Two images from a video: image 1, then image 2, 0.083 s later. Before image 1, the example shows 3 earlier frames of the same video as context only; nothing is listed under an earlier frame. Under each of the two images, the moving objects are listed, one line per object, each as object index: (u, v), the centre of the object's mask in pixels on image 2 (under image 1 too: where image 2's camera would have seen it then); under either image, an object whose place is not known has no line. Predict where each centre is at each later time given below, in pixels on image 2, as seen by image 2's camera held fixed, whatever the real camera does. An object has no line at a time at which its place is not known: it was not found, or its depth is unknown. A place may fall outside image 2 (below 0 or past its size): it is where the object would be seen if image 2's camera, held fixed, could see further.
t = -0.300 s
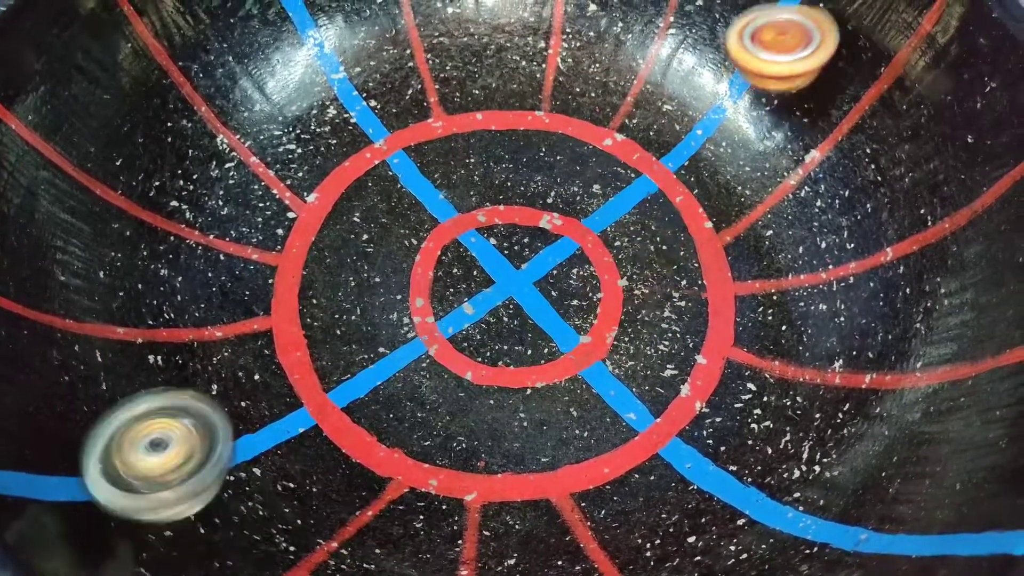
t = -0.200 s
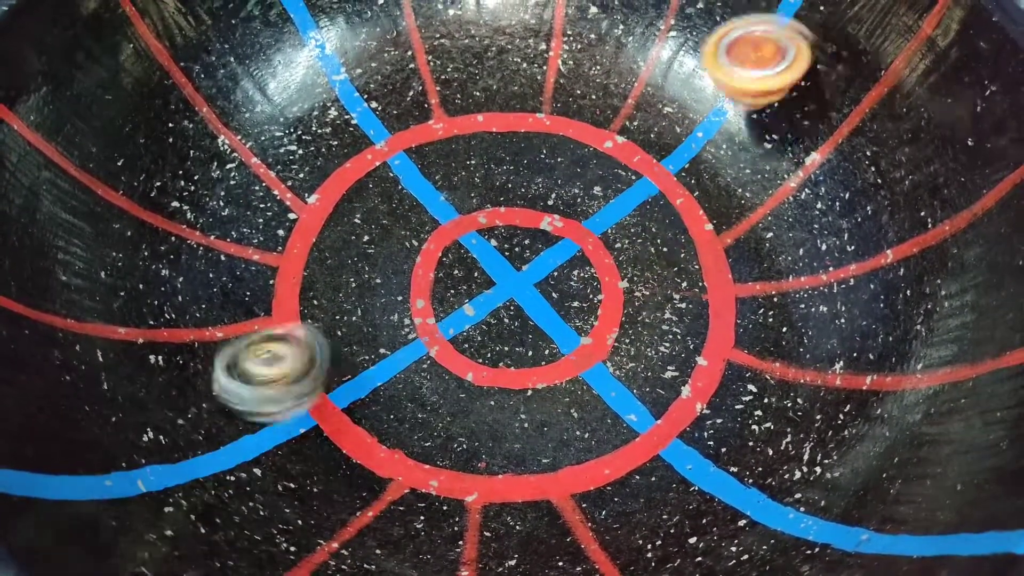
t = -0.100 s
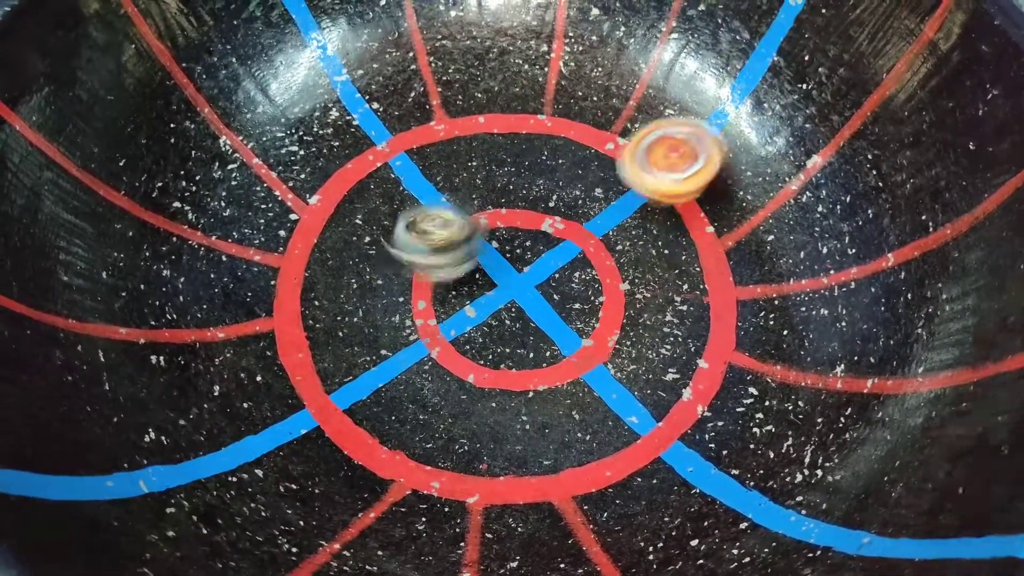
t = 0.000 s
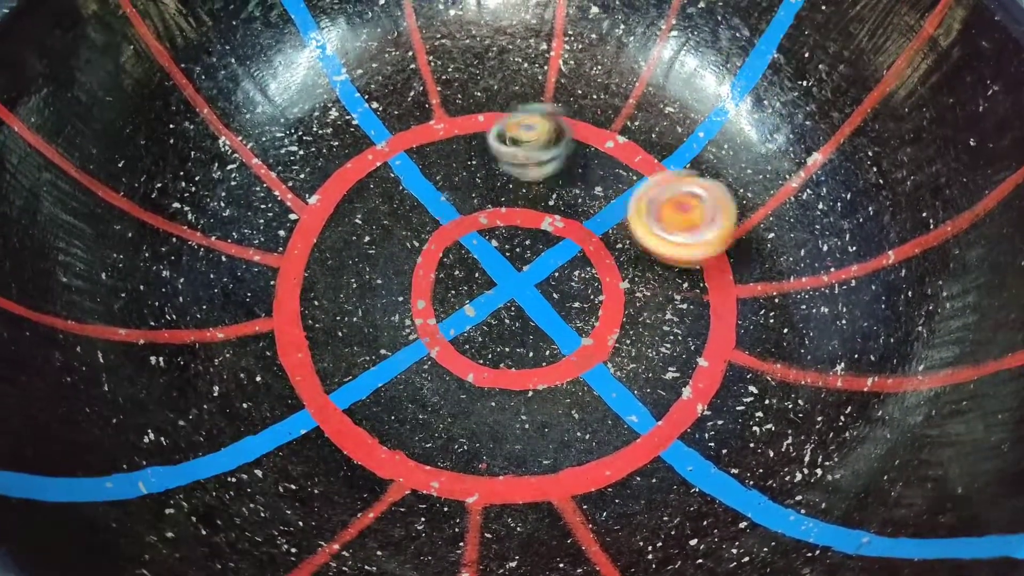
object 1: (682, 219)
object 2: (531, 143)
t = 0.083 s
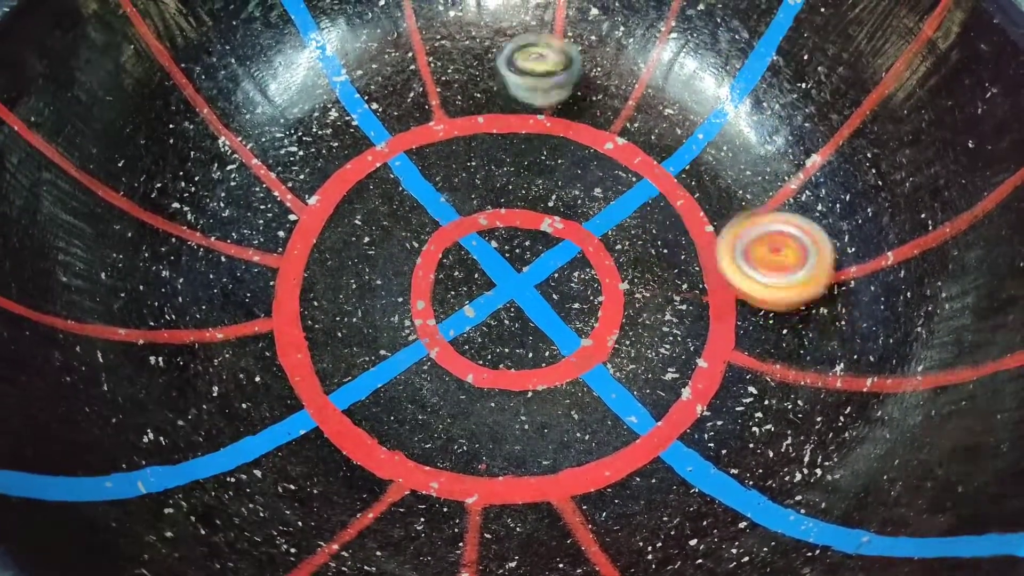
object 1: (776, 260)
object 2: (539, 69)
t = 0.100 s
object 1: (789, 270)
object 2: (544, 58)
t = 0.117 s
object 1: (799, 281)
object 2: (549, 48)
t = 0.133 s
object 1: (806, 294)
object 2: (554, 43)
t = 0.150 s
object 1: (812, 309)
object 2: (557, 40)
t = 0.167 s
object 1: (815, 324)
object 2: (562, 38)
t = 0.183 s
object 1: (813, 342)
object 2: (564, 40)
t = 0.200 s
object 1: (809, 359)
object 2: (570, 44)
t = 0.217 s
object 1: (802, 377)
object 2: (573, 52)
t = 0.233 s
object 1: (790, 394)
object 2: (575, 65)
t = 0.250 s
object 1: (774, 413)
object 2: (579, 80)
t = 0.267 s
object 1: (759, 430)
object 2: (583, 91)
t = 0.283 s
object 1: (738, 443)
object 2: (586, 109)
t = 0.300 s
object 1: (715, 455)
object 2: (589, 123)
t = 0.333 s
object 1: (663, 472)
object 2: (600, 155)
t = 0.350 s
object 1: (639, 477)
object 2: (603, 167)
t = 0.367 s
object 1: (611, 477)
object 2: (607, 184)
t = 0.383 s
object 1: (589, 473)
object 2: (610, 198)
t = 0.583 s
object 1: (424, 345)
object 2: (642, 345)
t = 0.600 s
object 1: (420, 331)
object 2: (645, 361)
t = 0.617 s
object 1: (418, 319)
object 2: (646, 375)
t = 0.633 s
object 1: (416, 305)
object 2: (648, 390)
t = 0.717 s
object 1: (411, 246)
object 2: (640, 478)
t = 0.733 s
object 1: (409, 234)
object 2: (632, 496)
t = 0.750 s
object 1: (409, 223)
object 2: (622, 512)
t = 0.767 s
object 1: (406, 212)
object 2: (610, 523)
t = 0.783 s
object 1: (406, 202)
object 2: (591, 528)
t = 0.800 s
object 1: (404, 192)
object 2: (572, 533)
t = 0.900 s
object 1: (410, 132)
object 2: (442, 524)
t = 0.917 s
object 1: (413, 122)
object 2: (419, 512)
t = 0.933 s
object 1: (417, 113)
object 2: (401, 493)
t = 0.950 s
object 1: (422, 105)
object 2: (384, 475)
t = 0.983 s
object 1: (434, 90)
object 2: (358, 436)
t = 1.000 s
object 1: (442, 83)
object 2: (350, 416)
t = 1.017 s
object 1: (449, 78)
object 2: (342, 397)
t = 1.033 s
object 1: (459, 74)
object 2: (338, 379)
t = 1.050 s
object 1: (468, 70)
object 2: (335, 362)
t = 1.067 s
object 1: (480, 67)
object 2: (333, 346)
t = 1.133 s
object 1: (533, 67)
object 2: (337, 292)
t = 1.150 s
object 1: (548, 69)
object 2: (340, 278)
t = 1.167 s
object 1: (563, 72)
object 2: (342, 267)
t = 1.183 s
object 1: (577, 76)
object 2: (346, 255)
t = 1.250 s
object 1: (628, 103)
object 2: (356, 215)
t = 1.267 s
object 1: (640, 113)
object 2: (359, 204)
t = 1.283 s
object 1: (648, 123)
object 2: (363, 193)
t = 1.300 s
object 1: (656, 135)
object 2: (368, 184)
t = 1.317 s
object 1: (662, 147)
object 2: (372, 175)
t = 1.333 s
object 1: (667, 159)
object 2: (378, 163)
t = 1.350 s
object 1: (670, 173)
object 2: (383, 153)
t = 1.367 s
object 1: (670, 185)
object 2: (388, 143)
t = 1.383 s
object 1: (671, 198)
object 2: (395, 133)
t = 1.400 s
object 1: (668, 210)
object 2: (402, 123)
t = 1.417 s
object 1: (665, 221)
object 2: (410, 115)
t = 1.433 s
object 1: (660, 232)
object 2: (419, 106)
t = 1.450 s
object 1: (654, 243)
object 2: (428, 98)
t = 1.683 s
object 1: (513, 337)
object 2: (675, 90)
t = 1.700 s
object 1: (503, 344)
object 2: (693, 103)
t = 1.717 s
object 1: (490, 350)
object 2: (709, 118)
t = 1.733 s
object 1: (482, 357)
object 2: (725, 136)
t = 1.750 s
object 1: (468, 363)
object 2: (737, 152)
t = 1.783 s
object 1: (446, 376)
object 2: (756, 188)
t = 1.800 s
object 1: (433, 383)
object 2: (762, 209)
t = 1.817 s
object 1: (420, 386)
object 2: (764, 232)
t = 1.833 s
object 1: (408, 390)
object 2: (767, 253)
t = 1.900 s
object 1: (356, 394)
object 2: (752, 325)
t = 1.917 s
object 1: (345, 393)
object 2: (745, 341)
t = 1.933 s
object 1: (332, 388)
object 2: (735, 355)
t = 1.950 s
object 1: (319, 384)
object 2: (726, 369)
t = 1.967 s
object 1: (310, 378)
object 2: (713, 380)
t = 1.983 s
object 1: (296, 372)
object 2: (702, 394)
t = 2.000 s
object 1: (287, 365)
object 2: (688, 403)
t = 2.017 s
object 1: (279, 355)
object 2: (675, 414)
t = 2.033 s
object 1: (271, 347)
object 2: (658, 426)
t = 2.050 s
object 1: (266, 336)
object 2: (645, 436)
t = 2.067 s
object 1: (261, 325)
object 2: (628, 443)
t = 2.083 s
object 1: (259, 314)
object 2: (616, 452)
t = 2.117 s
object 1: (256, 289)
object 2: (586, 464)
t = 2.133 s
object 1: (258, 276)
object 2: (567, 470)
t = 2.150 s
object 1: (259, 265)
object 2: (552, 475)
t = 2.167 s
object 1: (266, 252)
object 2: (533, 478)
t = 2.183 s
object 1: (272, 242)
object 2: (516, 481)
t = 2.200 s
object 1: (279, 232)
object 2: (496, 482)
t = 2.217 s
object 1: (289, 222)
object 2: (479, 484)
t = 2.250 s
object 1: (309, 206)
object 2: (443, 482)
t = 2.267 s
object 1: (320, 200)
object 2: (424, 477)
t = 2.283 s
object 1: (333, 196)
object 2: (409, 475)
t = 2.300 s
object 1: (345, 191)
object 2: (391, 470)
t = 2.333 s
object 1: (370, 188)
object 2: (360, 456)
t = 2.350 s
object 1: (382, 187)
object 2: (346, 451)
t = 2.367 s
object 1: (393, 188)
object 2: (332, 438)
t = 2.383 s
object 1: (406, 188)
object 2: (319, 430)
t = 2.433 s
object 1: (439, 195)
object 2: (286, 392)
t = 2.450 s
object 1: (449, 199)
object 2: (276, 379)
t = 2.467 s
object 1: (459, 202)
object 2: (271, 364)
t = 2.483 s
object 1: (468, 206)
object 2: (264, 350)
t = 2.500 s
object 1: (479, 212)
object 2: (262, 336)
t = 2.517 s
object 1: (488, 215)
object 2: (259, 324)
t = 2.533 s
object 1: (496, 220)
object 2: (260, 312)
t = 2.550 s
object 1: (508, 225)
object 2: (262, 299)
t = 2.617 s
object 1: (545, 244)
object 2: (274, 260)
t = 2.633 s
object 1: (557, 250)
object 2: (276, 253)
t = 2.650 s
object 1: (567, 255)
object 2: (280, 244)
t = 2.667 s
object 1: (577, 260)
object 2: (284, 238)
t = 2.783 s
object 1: (653, 298)
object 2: (328, 194)
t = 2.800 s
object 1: (662, 305)
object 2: (335, 189)
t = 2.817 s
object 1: (673, 312)
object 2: (341, 184)
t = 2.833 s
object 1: (681, 318)
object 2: (349, 181)
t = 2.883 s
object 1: (702, 342)
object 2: (368, 171)
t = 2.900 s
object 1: (707, 352)
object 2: (374, 167)
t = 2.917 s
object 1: (713, 360)
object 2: (381, 165)
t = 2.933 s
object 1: (715, 369)
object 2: (389, 162)
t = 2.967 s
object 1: (718, 387)
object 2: (403, 156)
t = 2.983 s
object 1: (717, 398)
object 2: (411, 154)
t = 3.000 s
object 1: (716, 409)
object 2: (418, 152)
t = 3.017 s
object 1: (712, 418)
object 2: (426, 150)
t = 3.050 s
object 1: (700, 438)
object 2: (443, 146)
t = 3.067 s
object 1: (689, 447)
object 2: (450, 144)
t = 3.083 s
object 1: (679, 457)
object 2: (456, 144)
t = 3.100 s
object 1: (667, 464)
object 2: (461, 144)
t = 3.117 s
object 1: (651, 469)
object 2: (468, 142)
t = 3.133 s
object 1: (636, 477)
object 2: (474, 142)
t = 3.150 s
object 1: (621, 479)
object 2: (481, 140)
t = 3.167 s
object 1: (601, 479)
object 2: (487, 140)
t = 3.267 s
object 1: (507, 452)
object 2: (532, 137)
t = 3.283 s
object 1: (493, 444)
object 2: (539, 137)
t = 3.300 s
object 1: (485, 434)
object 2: (545, 139)
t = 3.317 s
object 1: (478, 423)
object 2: (552, 139)
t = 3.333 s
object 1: (471, 412)
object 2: (557, 139)
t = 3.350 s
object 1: (466, 401)
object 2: (564, 140)
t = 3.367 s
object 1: (465, 390)
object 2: (570, 141)
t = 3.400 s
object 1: (463, 369)
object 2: (585, 142)
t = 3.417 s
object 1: (463, 358)
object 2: (591, 144)
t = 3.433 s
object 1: (466, 348)
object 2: (599, 145)
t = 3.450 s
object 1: (469, 337)
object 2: (607, 147)
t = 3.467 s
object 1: (471, 328)
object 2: (613, 149)
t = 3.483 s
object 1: (474, 319)
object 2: (620, 150)
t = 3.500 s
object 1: (478, 311)
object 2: (624, 152)
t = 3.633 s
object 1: (505, 242)
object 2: (671, 175)
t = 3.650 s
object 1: (508, 233)
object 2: (676, 179)
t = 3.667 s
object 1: (513, 226)
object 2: (679, 182)
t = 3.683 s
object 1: (517, 218)
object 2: (682, 186)
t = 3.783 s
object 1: (538, 175)
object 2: (707, 219)
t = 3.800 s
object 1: (542, 169)
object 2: (710, 226)
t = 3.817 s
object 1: (546, 164)
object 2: (713, 233)
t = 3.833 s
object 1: (550, 157)
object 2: (713, 239)
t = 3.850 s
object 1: (557, 150)
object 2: (714, 245)
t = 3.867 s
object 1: (562, 145)
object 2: (714, 250)
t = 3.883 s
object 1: (569, 140)
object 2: (715, 256)
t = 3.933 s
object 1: (591, 129)
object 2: (717, 273)
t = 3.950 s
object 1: (599, 127)
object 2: (716, 279)
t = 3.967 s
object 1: (607, 126)
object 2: (715, 285)
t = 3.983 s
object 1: (616, 125)
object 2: (712, 290)
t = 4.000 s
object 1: (625, 124)
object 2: (710, 296)
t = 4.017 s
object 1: (634, 125)
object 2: (707, 301)
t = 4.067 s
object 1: (663, 133)
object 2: (700, 316)
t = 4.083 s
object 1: (671, 138)
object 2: (699, 321)
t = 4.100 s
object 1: (679, 145)
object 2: (696, 326)
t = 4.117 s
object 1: (689, 150)
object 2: (691, 331)
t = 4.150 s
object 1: (702, 165)
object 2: (681, 339)
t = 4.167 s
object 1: (708, 174)
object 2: (675, 342)
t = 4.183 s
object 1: (714, 183)
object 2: (672, 347)
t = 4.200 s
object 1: (716, 193)
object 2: (668, 350)
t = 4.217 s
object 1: (717, 203)
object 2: (665, 355)
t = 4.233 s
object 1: (718, 214)
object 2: (661, 359)
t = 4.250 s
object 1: (718, 225)
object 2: (655, 363)
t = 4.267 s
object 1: (714, 234)
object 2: (650, 366)
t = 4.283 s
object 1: (711, 245)
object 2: (644, 369)
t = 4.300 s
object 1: (708, 256)
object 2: (638, 372)
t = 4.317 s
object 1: (703, 264)
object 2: (635, 374)
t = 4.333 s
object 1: (696, 271)
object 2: (629, 377)
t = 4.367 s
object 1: (680, 286)
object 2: (619, 384)
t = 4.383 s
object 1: (672, 291)
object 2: (612, 387)
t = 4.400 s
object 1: (661, 296)
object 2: (604, 388)
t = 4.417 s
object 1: (651, 300)
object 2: (598, 390)
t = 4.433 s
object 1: (644, 301)
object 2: (592, 397)
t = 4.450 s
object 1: (638, 292)
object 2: (582, 410)
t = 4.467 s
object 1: (632, 282)
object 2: (572, 424)
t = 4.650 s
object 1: (584, 202)
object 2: (417, 500)
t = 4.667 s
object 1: (581, 197)
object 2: (400, 502)
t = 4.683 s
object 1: (577, 190)
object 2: (377, 496)
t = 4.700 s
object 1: (572, 184)
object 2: (360, 491)
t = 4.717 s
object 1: (569, 177)
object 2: (346, 482)
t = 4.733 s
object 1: (565, 173)
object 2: (330, 477)
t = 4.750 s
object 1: (563, 168)
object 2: (313, 470)
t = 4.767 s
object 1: (561, 161)
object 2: (298, 455)
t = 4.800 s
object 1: (558, 150)
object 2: (279, 435)
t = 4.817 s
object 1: (558, 145)
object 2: (272, 421)
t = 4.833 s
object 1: (557, 141)
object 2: (265, 406)
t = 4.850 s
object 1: (557, 137)
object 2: (265, 392)
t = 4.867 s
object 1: (558, 133)
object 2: (262, 382)
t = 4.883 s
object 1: (560, 130)
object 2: (260, 373)
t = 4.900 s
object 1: (561, 127)
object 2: (261, 360)
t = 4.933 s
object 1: (565, 122)
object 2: (266, 343)
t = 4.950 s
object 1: (567, 120)
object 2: (268, 335)
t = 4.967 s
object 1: (569, 118)
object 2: (270, 326)
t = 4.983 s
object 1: (573, 118)
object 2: (278, 316)
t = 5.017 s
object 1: (580, 119)
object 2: (285, 304)
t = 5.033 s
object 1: (585, 120)
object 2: (291, 298)
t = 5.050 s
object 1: (588, 121)
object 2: (298, 289)
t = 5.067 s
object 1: (592, 124)
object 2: (304, 285)
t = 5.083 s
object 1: (595, 127)
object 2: (310, 280)
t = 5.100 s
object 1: (597, 131)
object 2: (315, 274)
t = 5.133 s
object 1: (599, 139)
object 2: (330, 264)
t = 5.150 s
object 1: (599, 142)
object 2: (335, 260)
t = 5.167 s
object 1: (598, 146)
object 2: (340, 255)
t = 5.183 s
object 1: (597, 151)
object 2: (347, 248)
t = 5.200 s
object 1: (595, 156)
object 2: (354, 245)
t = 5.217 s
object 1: (592, 161)
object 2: (358, 243)
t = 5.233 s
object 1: (590, 166)
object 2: (362, 240)
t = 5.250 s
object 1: (587, 170)
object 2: (368, 233)
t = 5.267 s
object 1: (583, 174)
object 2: (375, 228)
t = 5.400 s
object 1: (536, 196)
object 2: (416, 198)
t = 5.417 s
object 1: (529, 199)
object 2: (422, 195)
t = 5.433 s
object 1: (522, 201)
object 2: (426, 192)
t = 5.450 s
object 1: (521, 205)
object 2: (425, 190)
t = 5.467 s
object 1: (524, 210)
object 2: (424, 184)
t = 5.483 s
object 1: (528, 214)
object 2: (425, 180)
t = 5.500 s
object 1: (532, 219)
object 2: (423, 177)
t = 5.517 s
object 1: (537, 224)
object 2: (423, 173)
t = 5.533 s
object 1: (542, 229)
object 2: (424, 167)
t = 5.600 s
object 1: (564, 250)
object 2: (429, 149)
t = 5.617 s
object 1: (568, 255)
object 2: (431, 146)
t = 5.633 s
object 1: (574, 260)
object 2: (431, 141)
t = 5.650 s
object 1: (579, 265)
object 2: (434, 136)
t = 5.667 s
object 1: (585, 272)
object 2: (438, 133)
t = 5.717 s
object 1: (603, 290)
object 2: (446, 122)
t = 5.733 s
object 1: (609, 295)
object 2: (449, 120)
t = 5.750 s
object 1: (615, 302)
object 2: (451, 116)
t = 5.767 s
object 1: (620, 308)
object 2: (456, 112)
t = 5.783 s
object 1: (626, 315)
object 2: (462, 111)
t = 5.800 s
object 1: (630, 321)
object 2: (464, 110)
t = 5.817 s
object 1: (636, 328)
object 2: (468, 106)
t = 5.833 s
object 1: (640, 336)
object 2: (475, 106)
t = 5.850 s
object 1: (645, 343)
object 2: (480, 106)
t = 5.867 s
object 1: (648, 351)
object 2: (482, 106)
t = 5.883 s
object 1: (650, 360)
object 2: (490, 104)
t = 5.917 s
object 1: (654, 378)
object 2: (499, 107)
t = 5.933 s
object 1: (655, 386)
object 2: (504, 107)
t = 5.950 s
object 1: (654, 394)
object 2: (510, 108)
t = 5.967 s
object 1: (653, 403)
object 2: (514, 111)
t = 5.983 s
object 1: (649, 411)
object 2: (518, 113)
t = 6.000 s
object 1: (645, 419)
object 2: (523, 115)
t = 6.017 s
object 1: (640, 428)
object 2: (528, 118)
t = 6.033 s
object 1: (634, 436)
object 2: (531, 121)
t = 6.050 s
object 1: (627, 444)
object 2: (534, 124)
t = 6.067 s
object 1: (621, 452)
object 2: (540, 128)
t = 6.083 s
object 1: (612, 458)
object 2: (543, 132)
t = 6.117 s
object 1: (592, 467)
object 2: (548, 139)
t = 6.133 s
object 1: (581, 470)
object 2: (552, 143)
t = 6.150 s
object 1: (569, 472)
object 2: (553, 148)
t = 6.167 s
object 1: (556, 472)
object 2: (556, 150)
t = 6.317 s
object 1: (461, 428)
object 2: (577, 189)
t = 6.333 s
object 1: (456, 420)
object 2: (577, 193)
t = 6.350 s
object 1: (452, 412)
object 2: (580, 196)
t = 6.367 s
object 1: (449, 403)
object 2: (583, 201)
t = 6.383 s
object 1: (448, 395)
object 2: (582, 205)
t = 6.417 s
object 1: (447, 378)
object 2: (588, 214)
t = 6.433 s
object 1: (447, 369)
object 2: (592, 219)
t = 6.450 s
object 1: (450, 362)
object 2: (593, 221)
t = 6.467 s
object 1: (452, 354)
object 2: (595, 225)
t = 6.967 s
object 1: (562, 196)
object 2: (709, 354)
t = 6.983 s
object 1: (566, 192)
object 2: (714, 359)
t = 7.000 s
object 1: (570, 189)
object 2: (716, 365)
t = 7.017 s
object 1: (572, 185)
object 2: (716, 370)
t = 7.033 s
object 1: (576, 182)
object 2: (718, 373)
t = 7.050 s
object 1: (580, 179)
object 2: (720, 379)
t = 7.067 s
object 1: (584, 176)
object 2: (718, 383)
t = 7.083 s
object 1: (589, 173)
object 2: (717, 386)
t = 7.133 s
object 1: (606, 166)
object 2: (714, 400)
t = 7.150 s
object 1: (612, 165)
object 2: (715, 406)
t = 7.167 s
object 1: (619, 164)
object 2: (710, 409)
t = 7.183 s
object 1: (625, 165)
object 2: (706, 411)
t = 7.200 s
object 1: (631, 165)
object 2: (706, 416)
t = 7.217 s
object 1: (638, 166)
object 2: (700, 420)
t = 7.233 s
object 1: (645, 167)
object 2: (693, 421)
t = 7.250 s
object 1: (651, 169)
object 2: (692, 424)
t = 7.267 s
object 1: (657, 171)
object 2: (686, 426)
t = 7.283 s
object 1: (663, 174)
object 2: (674, 425)
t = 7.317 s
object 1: (675, 182)
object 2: (665, 428)
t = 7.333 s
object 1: (681, 187)
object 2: (655, 427)
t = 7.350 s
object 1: (685, 192)
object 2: (652, 427)
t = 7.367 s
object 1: (688, 198)
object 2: (645, 426)
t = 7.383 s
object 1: (692, 205)
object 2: (635, 424)
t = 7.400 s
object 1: (694, 212)
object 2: (632, 422)
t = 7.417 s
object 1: (696, 218)
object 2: (625, 421)
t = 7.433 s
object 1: (697, 225)
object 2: (617, 418)
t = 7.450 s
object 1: (696, 231)
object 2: (615, 415)
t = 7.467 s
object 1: (696, 237)
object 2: (609, 413)
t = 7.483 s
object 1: (694, 244)
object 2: (600, 409)
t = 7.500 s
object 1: (692, 250)
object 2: (597, 406)
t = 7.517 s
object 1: (689, 256)
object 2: (593, 404)
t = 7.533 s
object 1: (686, 263)
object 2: (584, 400)
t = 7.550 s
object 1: (682, 268)
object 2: (582, 395)
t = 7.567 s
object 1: (677, 273)
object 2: (576, 393)
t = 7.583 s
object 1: (672, 277)
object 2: (570, 388)
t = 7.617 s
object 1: (661, 287)
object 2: (563, 380)
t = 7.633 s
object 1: (656, 292)
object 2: (557, 375)
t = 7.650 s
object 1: (650, 295)
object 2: (556, 371)
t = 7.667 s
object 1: (644, 298)
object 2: (552, 368)
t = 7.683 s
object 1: (638, 300)
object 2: (547, 363)
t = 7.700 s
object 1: (632, 302)
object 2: (545, 359)
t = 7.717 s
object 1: (630, 301)
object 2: (539, 363)
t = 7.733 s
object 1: (629, 298)
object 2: (527, 359)
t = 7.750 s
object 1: (627, 296)
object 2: (518, 359)
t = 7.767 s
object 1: (625, 294)
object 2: (512, 359)
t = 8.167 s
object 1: (591, 276)
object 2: (349, 386)
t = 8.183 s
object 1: (590, 275)
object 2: (345, 383)
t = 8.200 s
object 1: (590, 275)
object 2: (342, 386)
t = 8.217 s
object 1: (590, 275)
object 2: (334, 385)
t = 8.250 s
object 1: (589, 275)
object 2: (326, 384)
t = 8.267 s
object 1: (589, 276)
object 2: (319, 381)
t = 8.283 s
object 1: (588, 276)
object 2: (317, 379)
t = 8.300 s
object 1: (588, 276)
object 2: (312, 381)
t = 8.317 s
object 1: (587, 276)
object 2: (307, 377)
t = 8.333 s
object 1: (586, 276)
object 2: (306, 375)
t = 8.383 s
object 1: (585, 275)
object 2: (298, 369)
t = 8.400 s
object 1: (585, 275)
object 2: (294, 369)
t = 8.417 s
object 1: (584, 275)
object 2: (297, 363)
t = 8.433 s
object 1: (584, 276)
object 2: (296, 362)
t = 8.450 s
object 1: (584, 276)
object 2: (294, 359)
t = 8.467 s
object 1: (583, 277)
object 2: (300, 354)
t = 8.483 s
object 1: (583, 277)
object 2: (300, 354)
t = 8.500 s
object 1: (582, 277)
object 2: (302, 348)
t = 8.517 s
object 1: (581, 277)
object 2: (309, 346)
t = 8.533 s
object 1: (581, 276)
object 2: (312, 345)
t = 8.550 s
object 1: (581, 276)
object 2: (316, 338)
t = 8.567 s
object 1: (582, 276)
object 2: (323, 337)
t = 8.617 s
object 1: (583, 278)
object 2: (335, 331)
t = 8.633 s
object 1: (583, 279)
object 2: (342, 328)
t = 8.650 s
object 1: (583, 280)
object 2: (349, 326)
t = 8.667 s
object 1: (582, 281)
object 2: (351, 325)
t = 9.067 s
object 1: (592, 319)
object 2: (488, 286)
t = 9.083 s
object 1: (592, 320)
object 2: (494, 281)
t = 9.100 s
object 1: (594, 321)
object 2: (497, 281)
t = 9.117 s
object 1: (598, 322)
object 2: (499, 275)
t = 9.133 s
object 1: (603, 325)
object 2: (503, 272)
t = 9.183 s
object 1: (616, 334)
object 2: (510, 262)
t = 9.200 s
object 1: (621, 337)
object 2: (510, 259)
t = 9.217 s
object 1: (625, 341)
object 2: (513, 253)
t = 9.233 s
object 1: (629, 345)
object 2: (514, 251)
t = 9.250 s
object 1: (632, 349)
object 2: (516, 244)
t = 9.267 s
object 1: (635, 354)
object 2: (519, 241)
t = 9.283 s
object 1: (638, 360)
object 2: (518, 237)
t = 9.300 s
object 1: (638, 366)
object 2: (521, 232)
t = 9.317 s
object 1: (638, 371)
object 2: (522, 231)
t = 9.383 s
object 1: (635, 391)
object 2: (525, 214)
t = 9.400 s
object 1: (634, 395)
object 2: (526, 212)
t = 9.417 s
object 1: (632, 401)
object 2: (527, 206)
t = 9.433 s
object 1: (628, 405)
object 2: (528, 204)
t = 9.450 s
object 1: (624, 409)
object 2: (527, 200)
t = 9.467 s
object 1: (618, 412)
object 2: (530, 195)
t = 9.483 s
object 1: (614, 414)
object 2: (530, 193)
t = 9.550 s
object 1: (593, 422)
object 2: (532, 177)
